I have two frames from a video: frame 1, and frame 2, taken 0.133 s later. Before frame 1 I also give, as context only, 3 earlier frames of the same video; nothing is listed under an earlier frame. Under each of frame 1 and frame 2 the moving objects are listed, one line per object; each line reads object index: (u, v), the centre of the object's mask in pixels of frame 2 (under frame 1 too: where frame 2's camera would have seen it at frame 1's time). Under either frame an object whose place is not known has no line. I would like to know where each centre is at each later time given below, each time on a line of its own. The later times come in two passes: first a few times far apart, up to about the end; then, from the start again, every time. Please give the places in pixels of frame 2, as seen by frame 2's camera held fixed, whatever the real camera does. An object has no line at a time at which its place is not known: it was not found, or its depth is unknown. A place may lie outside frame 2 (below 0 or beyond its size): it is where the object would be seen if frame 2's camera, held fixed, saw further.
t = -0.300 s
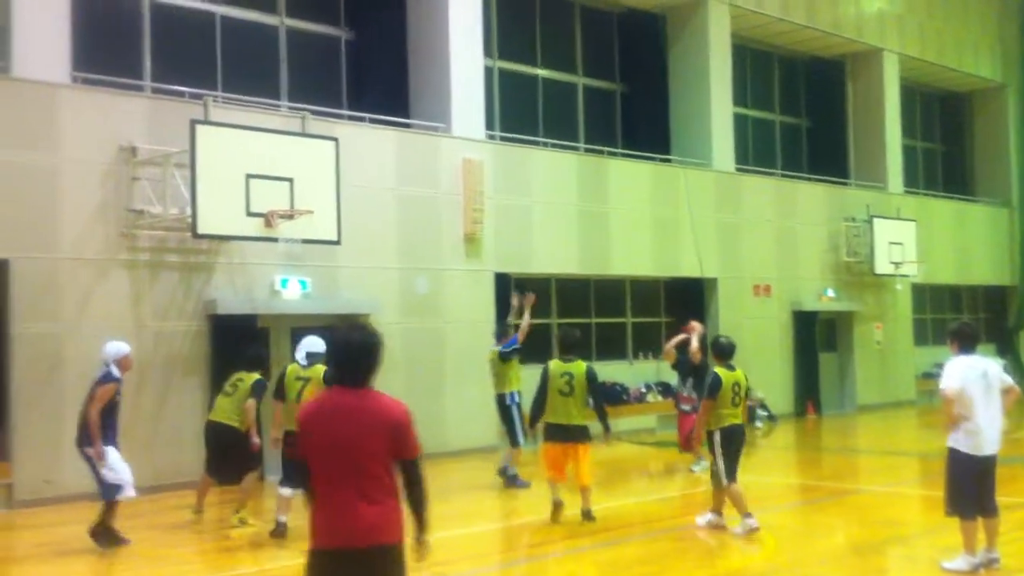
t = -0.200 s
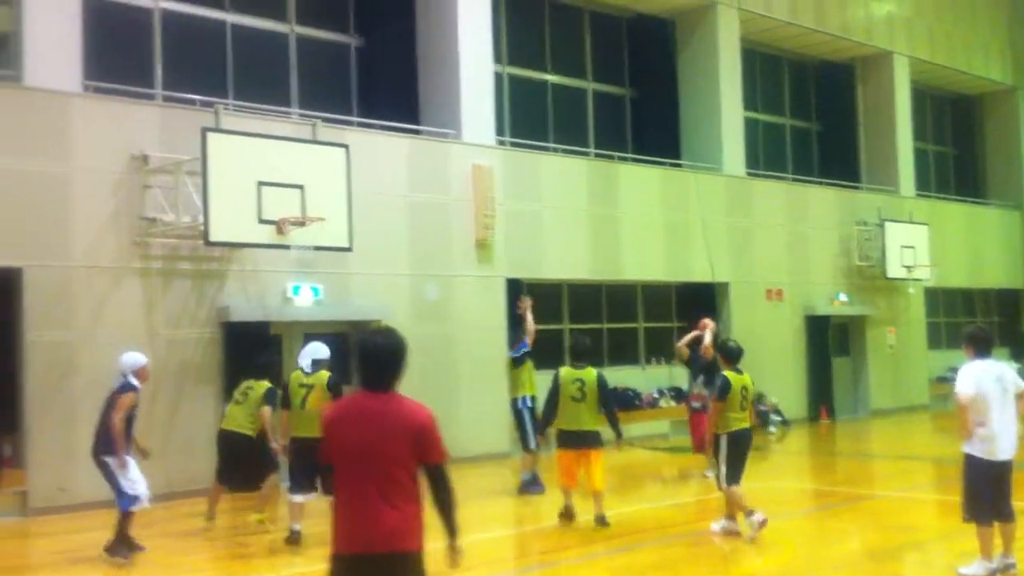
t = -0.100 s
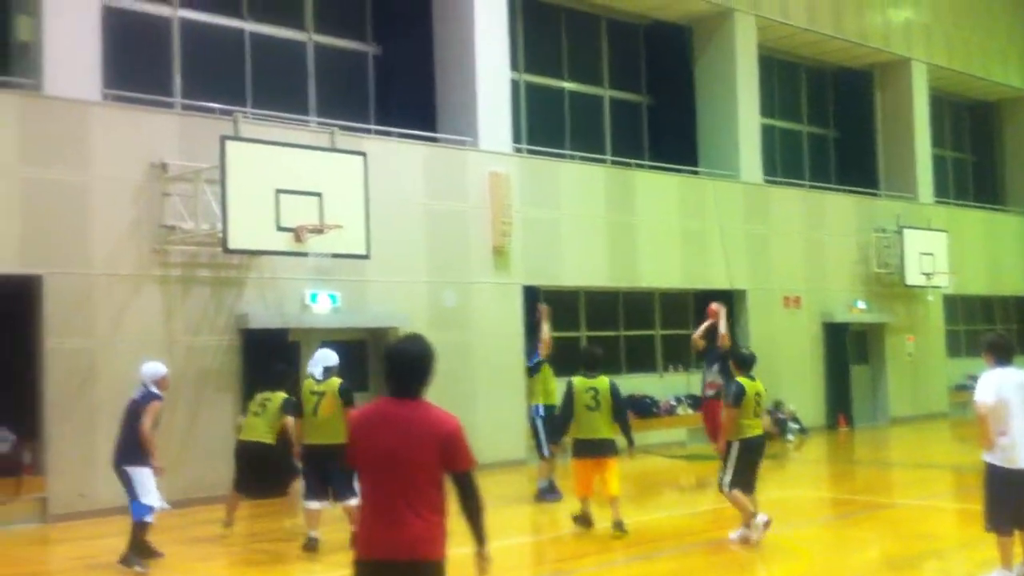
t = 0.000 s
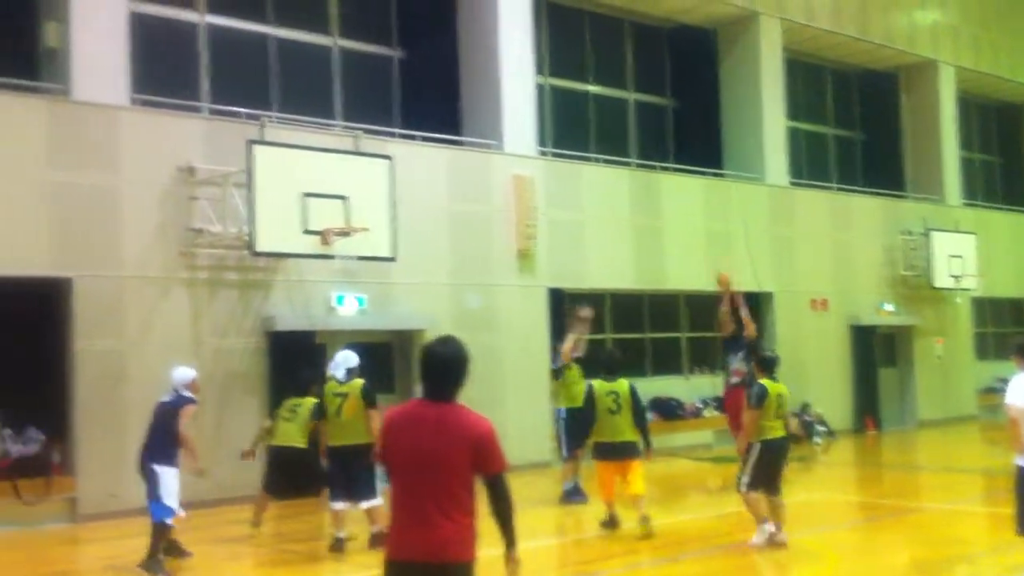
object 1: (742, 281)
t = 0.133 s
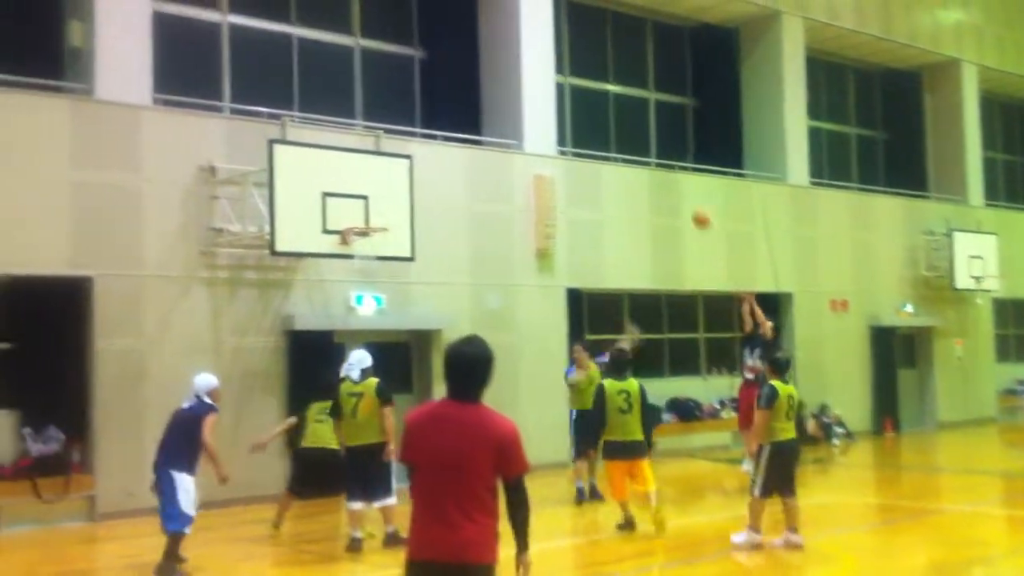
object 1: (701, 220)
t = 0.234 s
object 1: (671, 181)
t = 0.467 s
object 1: (599, 120)
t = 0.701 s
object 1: (522, 105)
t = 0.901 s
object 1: (459, 124)
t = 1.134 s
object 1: (376, 197)
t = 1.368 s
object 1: (338, 174)
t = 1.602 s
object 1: (321, 161)
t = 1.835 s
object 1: (304, 199)
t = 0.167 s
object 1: (691, 206)
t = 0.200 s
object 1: (680, 192)
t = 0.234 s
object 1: (671, 181)
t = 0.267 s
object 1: (661, 169)
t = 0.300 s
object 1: (651, 158)
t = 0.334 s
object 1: (641, 149)
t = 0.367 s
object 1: (630, 141)
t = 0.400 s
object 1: (620, 133)
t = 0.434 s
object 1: (609, 127)
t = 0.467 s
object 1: (599, 120)
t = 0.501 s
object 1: (588, 116)
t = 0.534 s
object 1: (577, 111)
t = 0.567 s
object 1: (568, 108)
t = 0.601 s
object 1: (557, 105)
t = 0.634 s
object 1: (546, 104)
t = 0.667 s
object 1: (533, 104)
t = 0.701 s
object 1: (522, 105)
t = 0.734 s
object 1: (513, 105)
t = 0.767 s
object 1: (502, 107)
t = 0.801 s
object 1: (492, 110)
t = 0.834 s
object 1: (480, 114)
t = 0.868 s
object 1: (470, 119)
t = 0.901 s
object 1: (459, 124)
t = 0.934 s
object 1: (448, 130)
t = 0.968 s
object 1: (435, 140)
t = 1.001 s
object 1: (423, 148)
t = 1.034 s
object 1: (412, 159)
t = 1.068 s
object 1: (398, 173)
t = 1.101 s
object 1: (386, 186)
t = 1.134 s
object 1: (376, 197)
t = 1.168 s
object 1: (363, 212)
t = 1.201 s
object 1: (354, 217)
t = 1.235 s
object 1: (348, 204)
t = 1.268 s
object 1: (346, 195)
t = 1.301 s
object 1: (344, 188)
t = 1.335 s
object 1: (340, 181)
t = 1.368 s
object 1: (338, 174)
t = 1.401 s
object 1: (335, 169)
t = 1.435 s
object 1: (333, 165)
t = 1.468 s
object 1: (330, 163)
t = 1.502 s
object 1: (328, 161)
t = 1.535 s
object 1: (325, 160)
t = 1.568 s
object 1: (323, 161)
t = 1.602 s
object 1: (321, 161)
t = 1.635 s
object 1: (319, 164)
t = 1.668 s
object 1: (316, 167)
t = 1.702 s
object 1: (313, 172)
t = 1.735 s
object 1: (311, 178)
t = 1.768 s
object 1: (309, 184)
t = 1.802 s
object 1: (306, 191)
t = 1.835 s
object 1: (304, 199)
